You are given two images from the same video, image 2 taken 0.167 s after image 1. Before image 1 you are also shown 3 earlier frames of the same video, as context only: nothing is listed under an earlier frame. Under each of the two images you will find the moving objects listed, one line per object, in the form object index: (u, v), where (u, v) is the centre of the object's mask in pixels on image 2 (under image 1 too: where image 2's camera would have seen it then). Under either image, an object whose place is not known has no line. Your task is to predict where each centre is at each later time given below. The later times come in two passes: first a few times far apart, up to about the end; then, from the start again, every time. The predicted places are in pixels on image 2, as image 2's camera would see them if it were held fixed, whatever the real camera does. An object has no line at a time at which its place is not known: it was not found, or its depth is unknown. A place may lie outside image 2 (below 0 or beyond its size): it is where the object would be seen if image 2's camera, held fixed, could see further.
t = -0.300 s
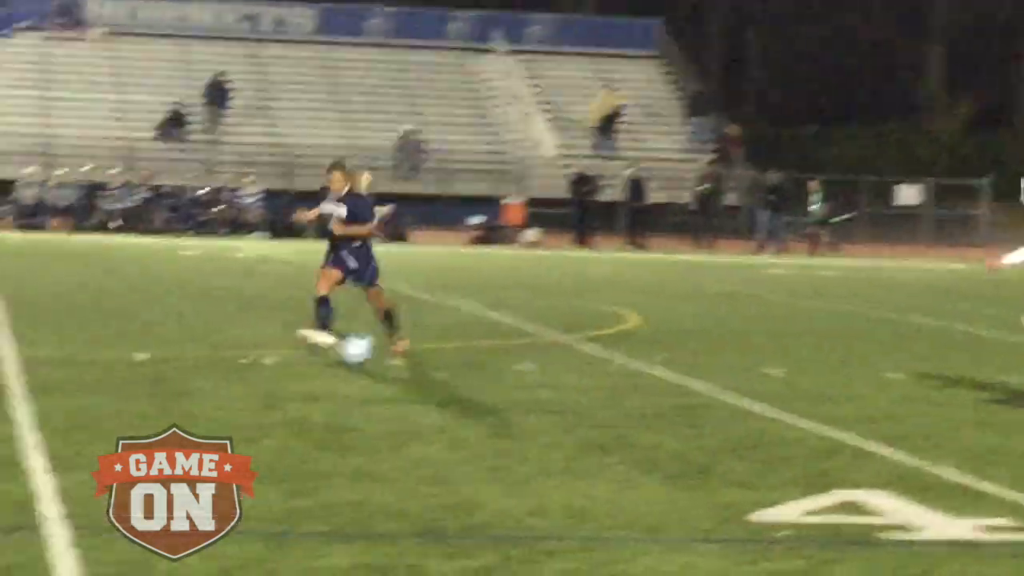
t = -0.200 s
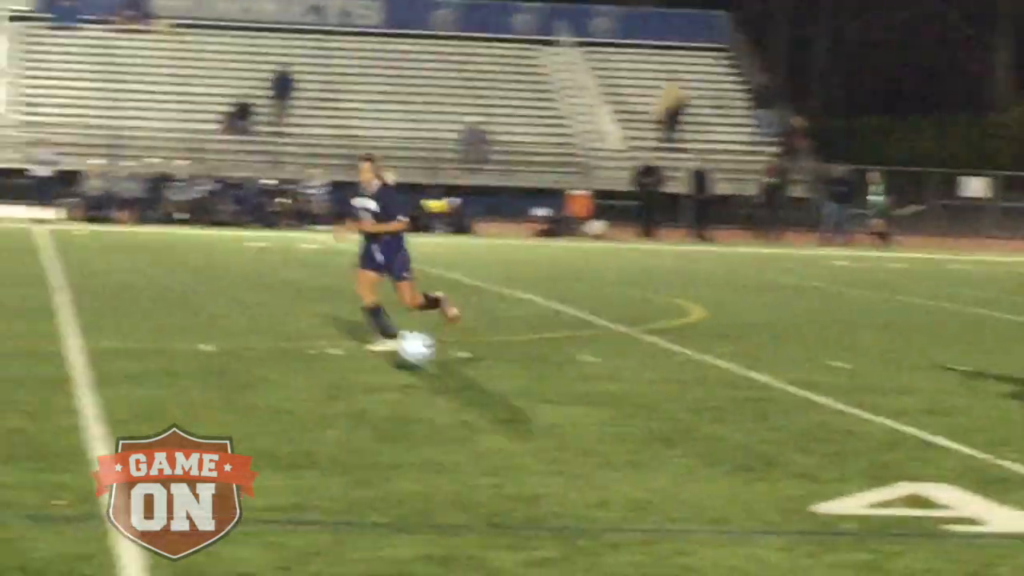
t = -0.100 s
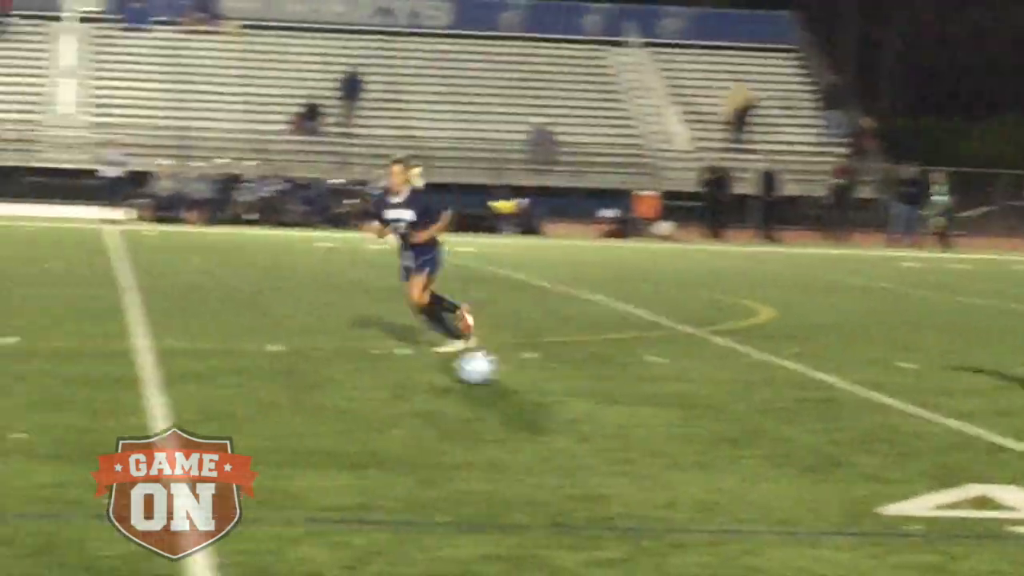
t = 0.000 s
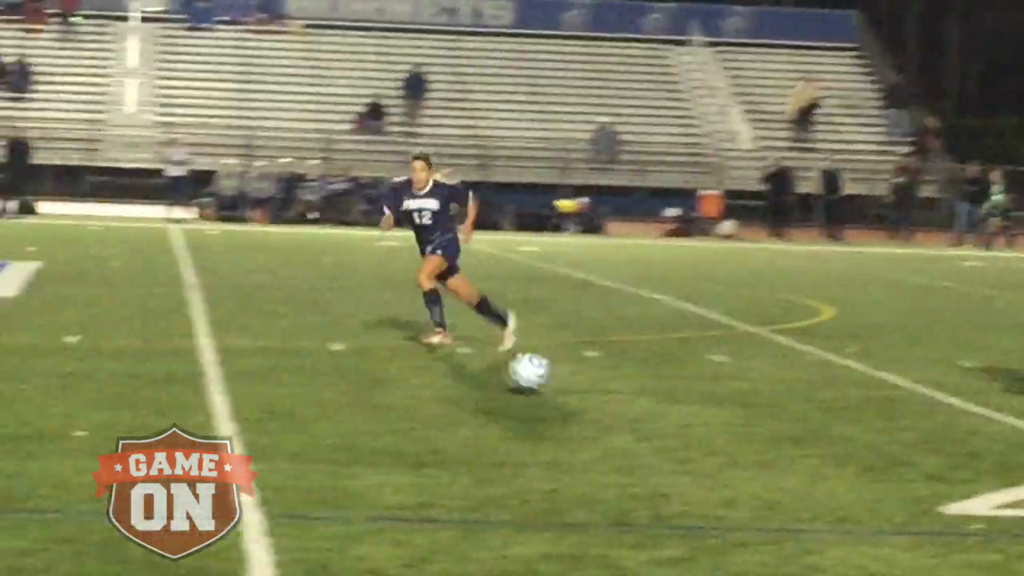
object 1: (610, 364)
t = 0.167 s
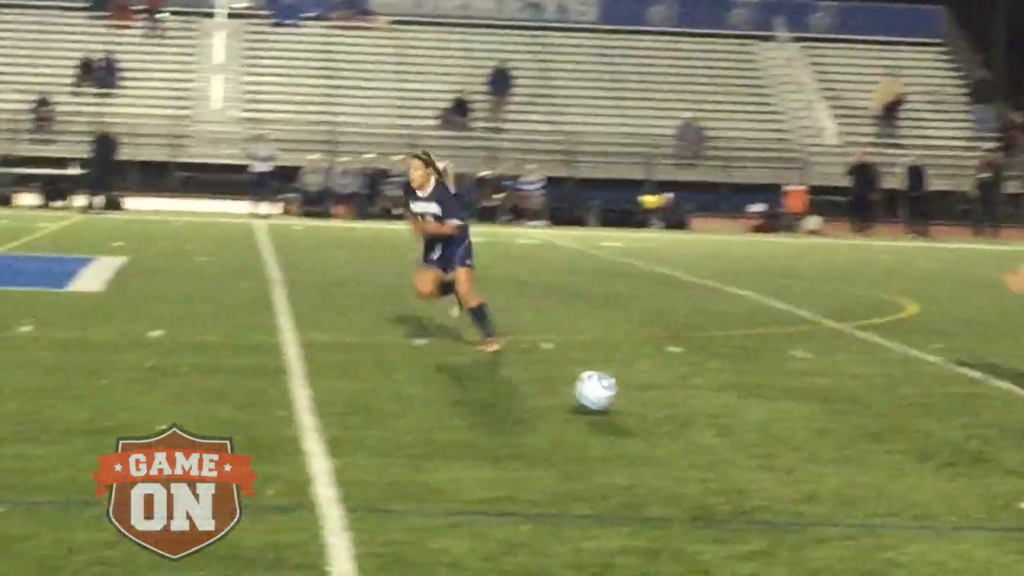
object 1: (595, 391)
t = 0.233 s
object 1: (588, 402)
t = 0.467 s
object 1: (555, 439)
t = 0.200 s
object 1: (592, 396)
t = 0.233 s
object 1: (588, 402)
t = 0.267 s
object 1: (584, 410)
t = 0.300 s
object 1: (579, 418)
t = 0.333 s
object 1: (574, 419)
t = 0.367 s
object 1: (570, 420)
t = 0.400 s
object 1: (567, 423)
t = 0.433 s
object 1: (561, 429)
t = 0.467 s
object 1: (555, 439)
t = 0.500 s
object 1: (549, 452)
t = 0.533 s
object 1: (543, 456)
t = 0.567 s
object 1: (536, 457)
